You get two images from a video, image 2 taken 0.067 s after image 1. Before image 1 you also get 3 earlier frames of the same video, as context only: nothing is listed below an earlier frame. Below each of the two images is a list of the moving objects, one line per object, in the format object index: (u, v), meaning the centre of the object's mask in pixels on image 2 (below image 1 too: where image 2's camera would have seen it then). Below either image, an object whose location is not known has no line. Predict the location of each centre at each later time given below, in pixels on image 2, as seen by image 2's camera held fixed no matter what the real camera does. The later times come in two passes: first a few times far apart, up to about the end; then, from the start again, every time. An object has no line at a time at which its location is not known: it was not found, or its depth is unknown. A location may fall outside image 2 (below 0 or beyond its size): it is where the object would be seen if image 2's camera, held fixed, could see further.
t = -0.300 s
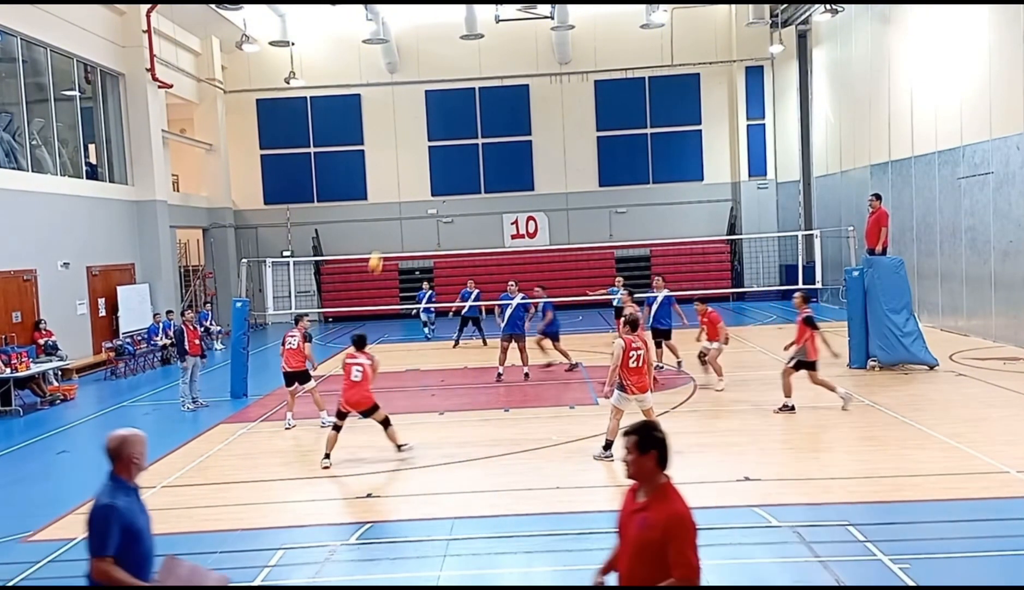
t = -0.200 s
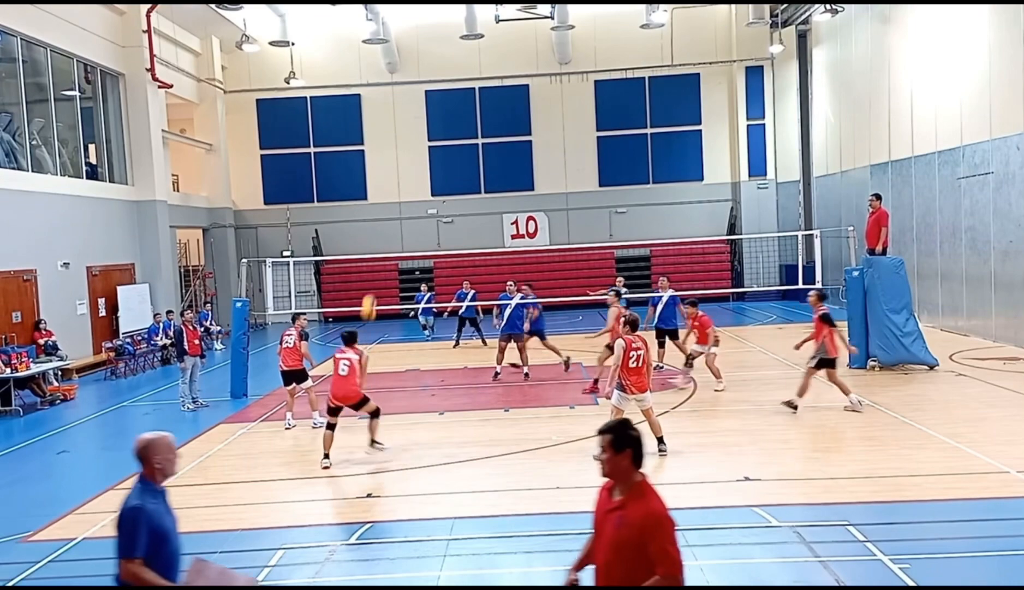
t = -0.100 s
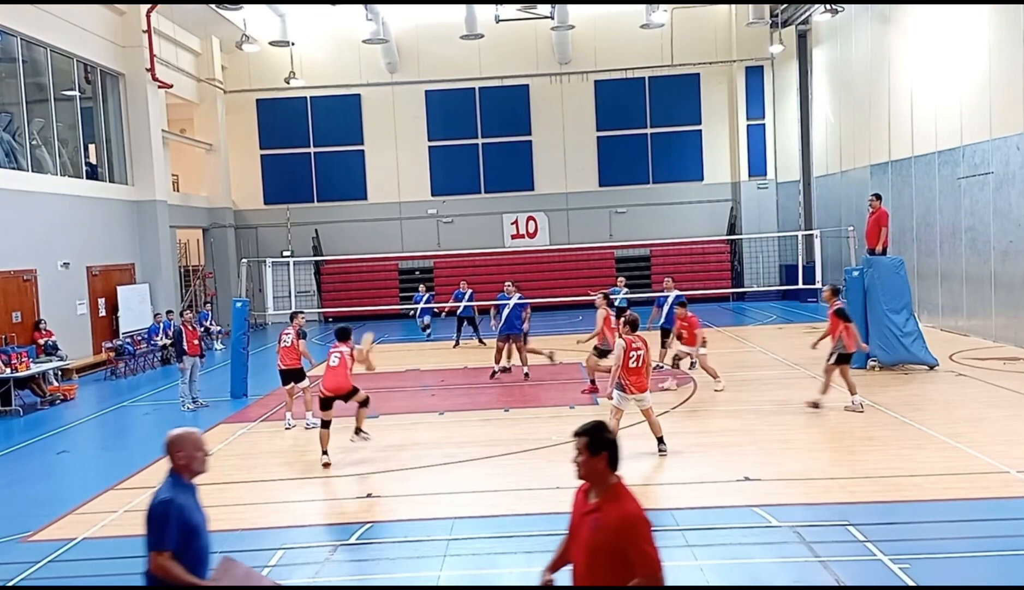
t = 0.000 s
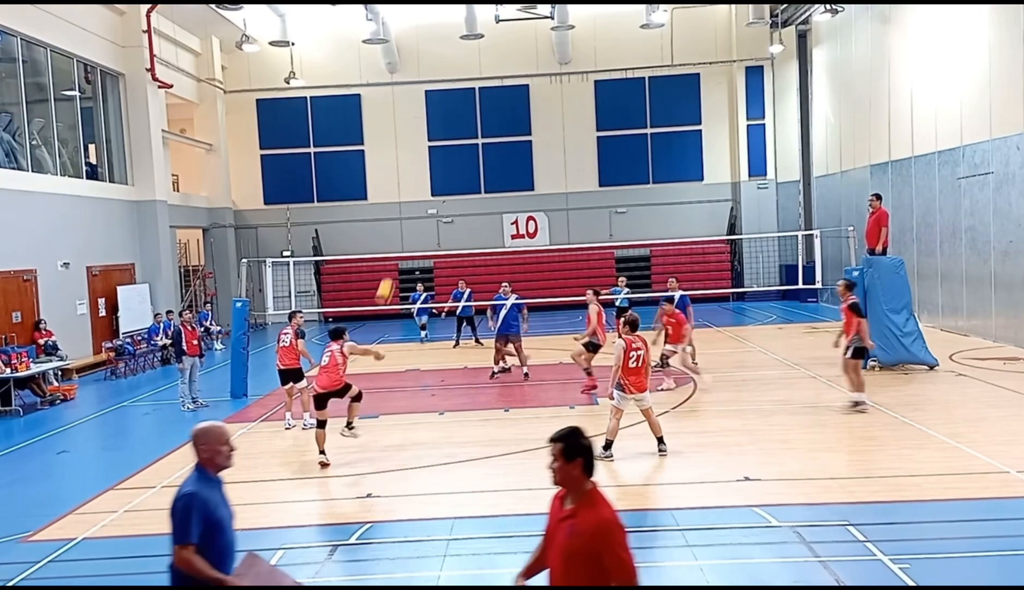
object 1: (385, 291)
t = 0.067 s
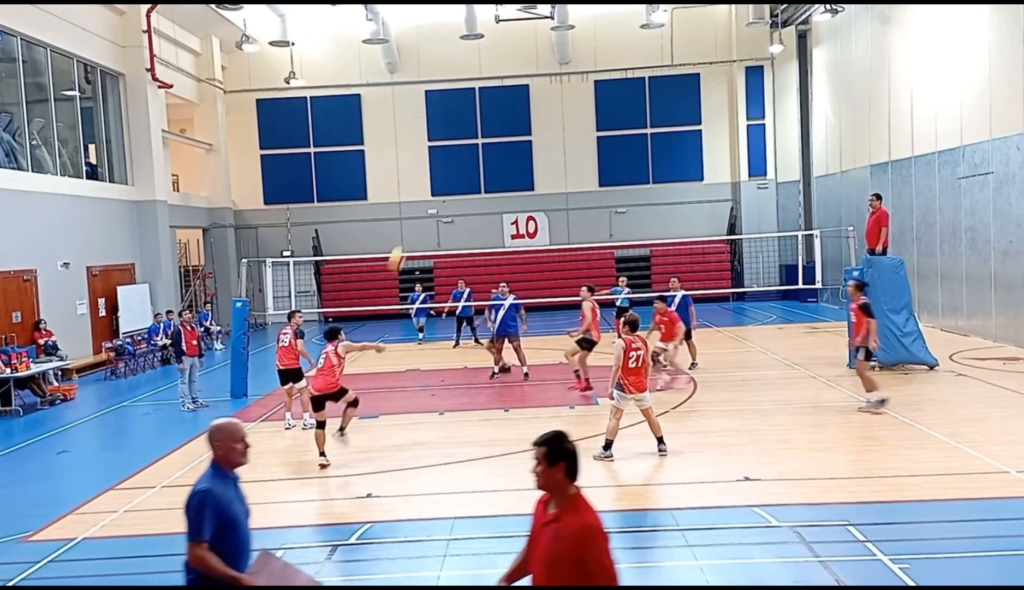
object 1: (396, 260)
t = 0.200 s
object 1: (419, 207)
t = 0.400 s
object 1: (454, 154)
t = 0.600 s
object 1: (488, 131)
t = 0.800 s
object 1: (521, 137)
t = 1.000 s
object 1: (554, 168)
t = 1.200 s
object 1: (586, 226)
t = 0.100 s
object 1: (402, 243)
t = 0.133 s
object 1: (408, 231)
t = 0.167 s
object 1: (414, 218)
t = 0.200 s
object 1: (419, 207)
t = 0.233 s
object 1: (426, 195)
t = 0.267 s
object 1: (433, 185)
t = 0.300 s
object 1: (437, 176)
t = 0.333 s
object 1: (443, 168)
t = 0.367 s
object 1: (448, 160)
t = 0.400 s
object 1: (454, 154)
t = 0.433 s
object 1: (459, 148)
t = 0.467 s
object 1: (465, 143)
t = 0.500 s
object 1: (470, 138)
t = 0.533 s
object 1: (476, 135)
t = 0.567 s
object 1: (482, 132)
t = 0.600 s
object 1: (488, 131)
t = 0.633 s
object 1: (493, 130)
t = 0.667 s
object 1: (499, 130)
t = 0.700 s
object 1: (504, 130)
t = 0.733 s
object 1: (510, 131)
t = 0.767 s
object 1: (515, 134)
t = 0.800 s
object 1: (521, 137)
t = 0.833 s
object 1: (526, 140)
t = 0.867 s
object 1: (532, 145)
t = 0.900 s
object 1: (537, 149)
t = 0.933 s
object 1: (543, 155)
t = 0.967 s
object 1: (548, 162)
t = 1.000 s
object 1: (554, 168)
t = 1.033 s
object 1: (559, 177)
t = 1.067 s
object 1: (565, 185)
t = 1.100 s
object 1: (570, 193)
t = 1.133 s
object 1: (576, 205)
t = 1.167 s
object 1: (581, 213)
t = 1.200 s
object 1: (586, 226)
